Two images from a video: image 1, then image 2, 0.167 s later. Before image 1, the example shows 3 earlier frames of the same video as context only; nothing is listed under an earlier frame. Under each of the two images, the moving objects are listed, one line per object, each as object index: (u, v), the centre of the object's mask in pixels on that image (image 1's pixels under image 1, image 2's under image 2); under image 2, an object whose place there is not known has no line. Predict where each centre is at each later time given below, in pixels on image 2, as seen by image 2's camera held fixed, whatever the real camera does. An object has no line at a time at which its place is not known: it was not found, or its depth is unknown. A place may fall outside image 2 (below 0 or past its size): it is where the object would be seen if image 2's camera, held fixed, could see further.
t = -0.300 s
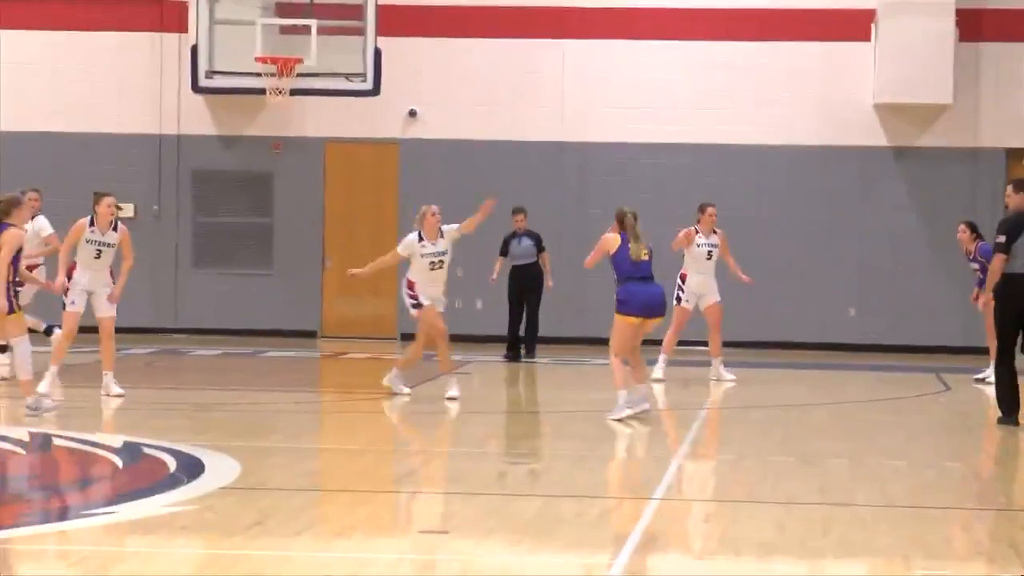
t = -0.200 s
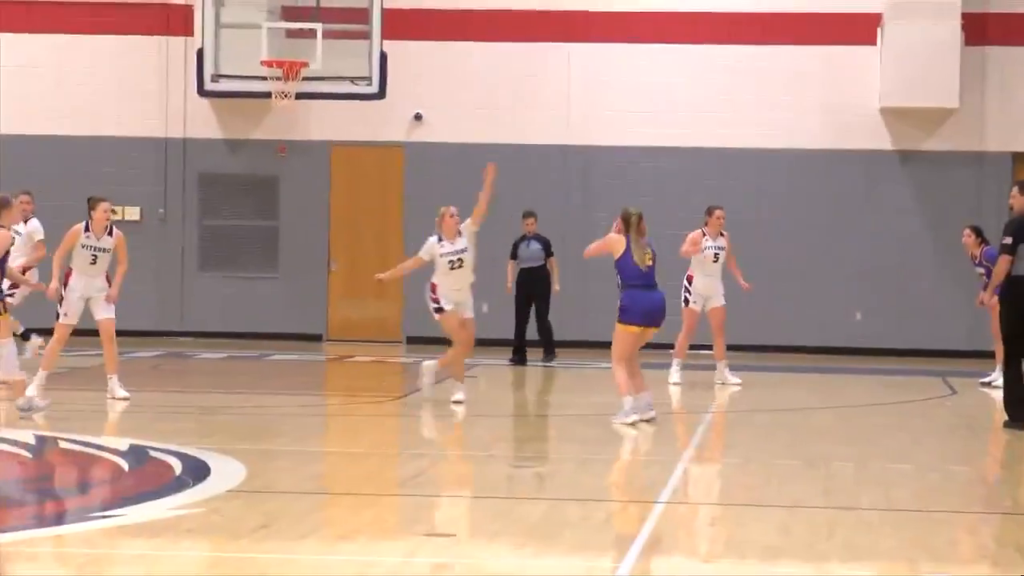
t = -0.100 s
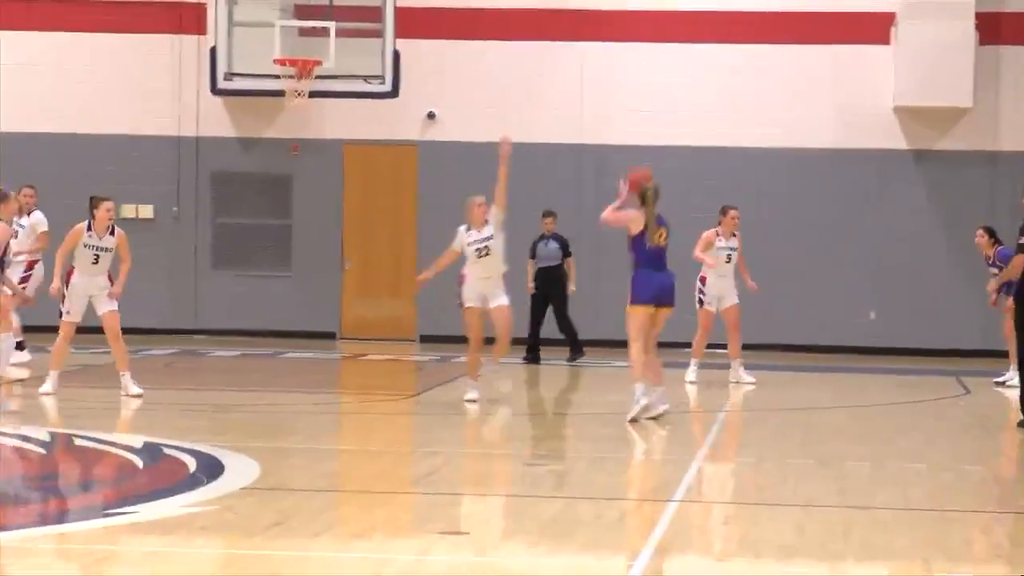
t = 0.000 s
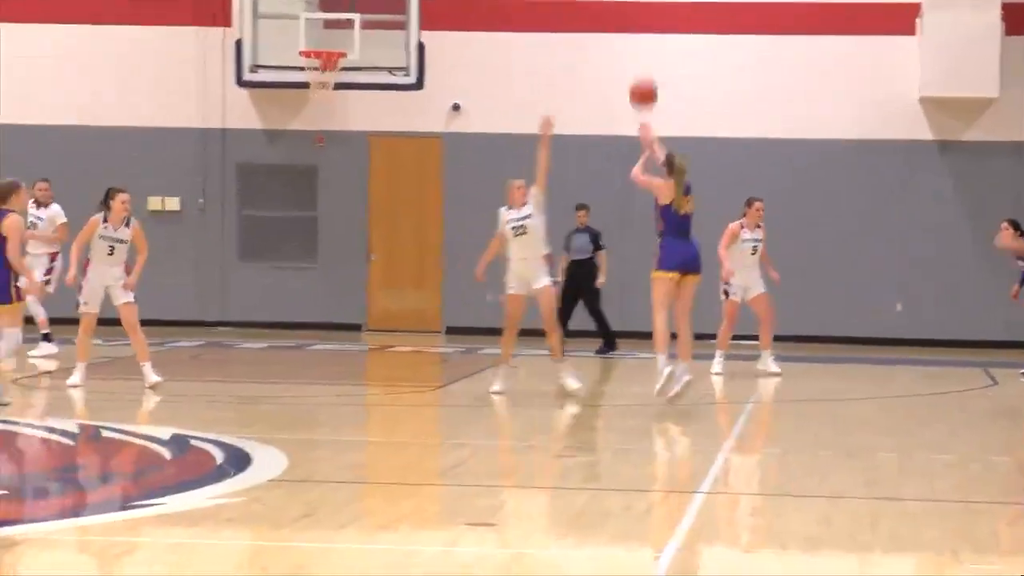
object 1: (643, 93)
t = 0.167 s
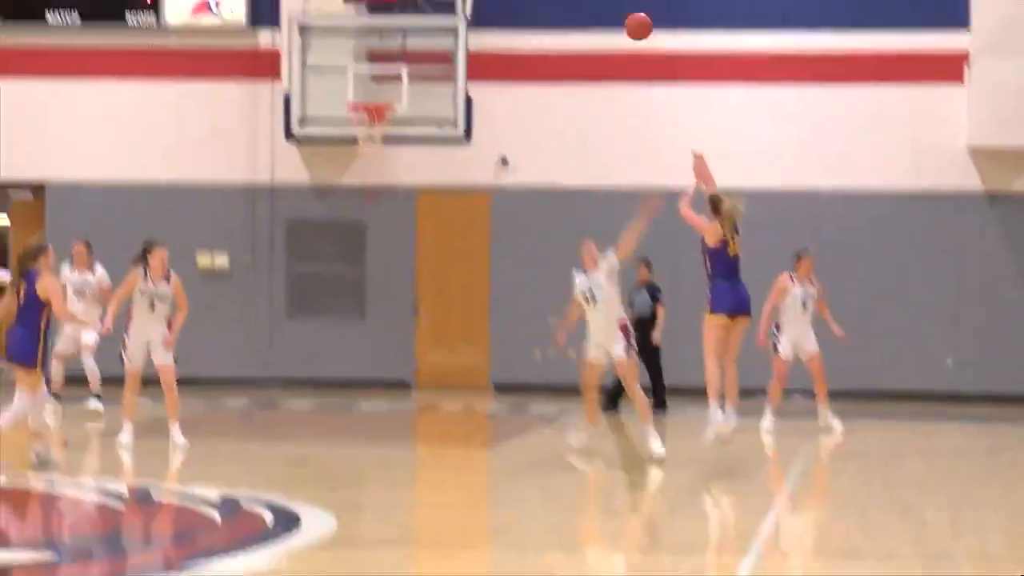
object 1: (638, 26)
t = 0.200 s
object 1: (631, 7)
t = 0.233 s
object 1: (623, -11)
